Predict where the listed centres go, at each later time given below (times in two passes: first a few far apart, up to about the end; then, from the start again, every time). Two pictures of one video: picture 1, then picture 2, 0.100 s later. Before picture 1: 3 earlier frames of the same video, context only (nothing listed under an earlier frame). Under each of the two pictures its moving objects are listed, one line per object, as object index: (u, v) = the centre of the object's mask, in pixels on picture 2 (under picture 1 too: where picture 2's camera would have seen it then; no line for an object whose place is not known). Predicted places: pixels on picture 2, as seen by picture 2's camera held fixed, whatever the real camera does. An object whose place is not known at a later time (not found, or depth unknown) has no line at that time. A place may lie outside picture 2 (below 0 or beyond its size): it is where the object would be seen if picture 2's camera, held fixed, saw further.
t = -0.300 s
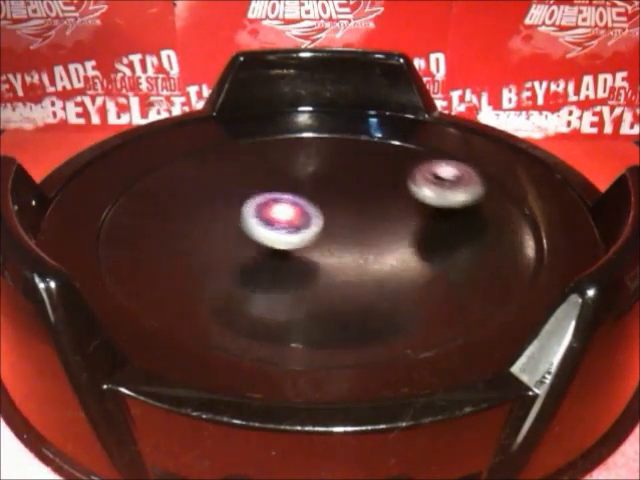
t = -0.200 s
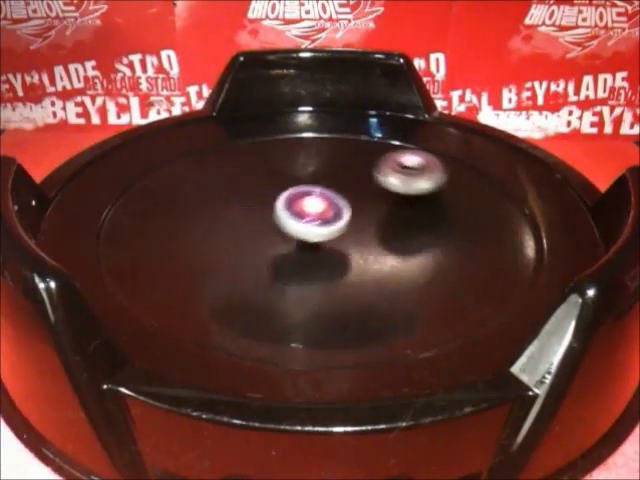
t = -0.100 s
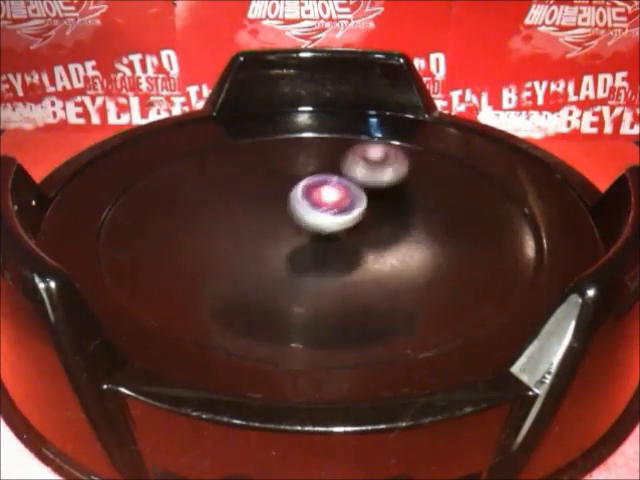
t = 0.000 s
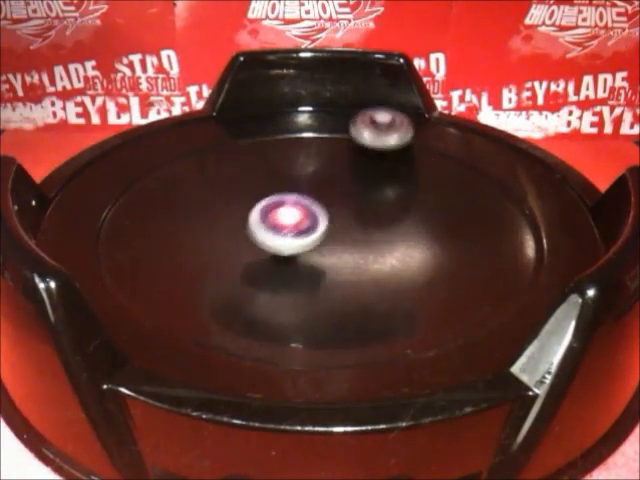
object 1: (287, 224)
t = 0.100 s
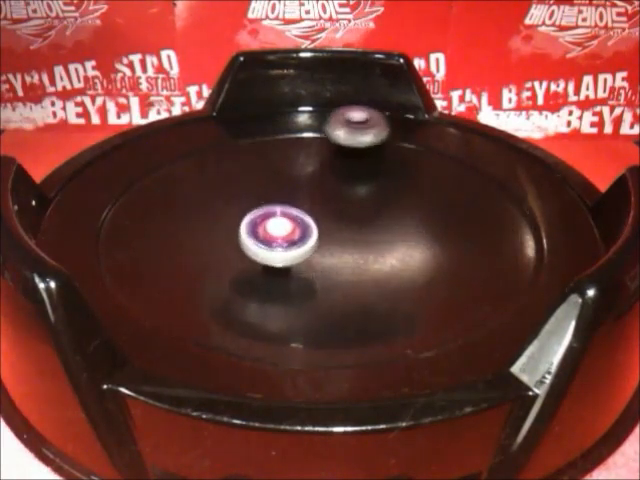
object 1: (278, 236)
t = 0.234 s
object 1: (320, 238)
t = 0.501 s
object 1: (392, 217)
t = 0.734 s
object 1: (388, 193)
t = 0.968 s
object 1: (363, 185)
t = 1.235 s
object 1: (349, 201)
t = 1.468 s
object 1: (343, 208)
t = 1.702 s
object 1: (307, 212)
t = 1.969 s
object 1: (297, 240)
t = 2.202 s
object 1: (294, 259)
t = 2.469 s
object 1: (324, 273)
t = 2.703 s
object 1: (334, 253)
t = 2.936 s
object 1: (349, 257)
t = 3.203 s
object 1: (330, 234)
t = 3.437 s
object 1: (323, 214)
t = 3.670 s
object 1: (318, 203)
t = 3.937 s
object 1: (309, 173)
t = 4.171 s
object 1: (286, 157)
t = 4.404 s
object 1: (269, 174)
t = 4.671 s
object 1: (290, 199)
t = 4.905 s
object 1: (251, 214)
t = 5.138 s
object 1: (298, 240)
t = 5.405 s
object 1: (357, 250)
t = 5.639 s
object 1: (380, 243)
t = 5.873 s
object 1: (418, 240)
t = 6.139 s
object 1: (403, 230)
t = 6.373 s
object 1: (367, 222)
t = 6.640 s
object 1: (341, 213)
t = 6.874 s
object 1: (319, 194)
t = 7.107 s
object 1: (277, 200)
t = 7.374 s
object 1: (257, 214)
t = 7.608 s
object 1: (266, 225)
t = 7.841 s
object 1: (295, 230)
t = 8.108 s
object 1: (322, 221)
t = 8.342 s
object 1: (353, 241)
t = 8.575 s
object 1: (369, 229)
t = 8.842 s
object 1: (398, 227)
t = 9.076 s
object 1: (394, 220)
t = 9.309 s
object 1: (389, 213)
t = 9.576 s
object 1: (359, 206)
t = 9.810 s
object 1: (326, 214)
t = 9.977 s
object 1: (305, 221)
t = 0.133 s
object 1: (284, 238)
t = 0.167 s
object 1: (295, 239)
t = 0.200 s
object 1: (308, 239)
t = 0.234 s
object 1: (320, 238)
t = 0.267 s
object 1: (333, 235)
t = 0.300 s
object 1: (345, 238)
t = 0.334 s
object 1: (356, 235)
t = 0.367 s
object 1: (366, 231)
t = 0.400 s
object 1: (374, 228)
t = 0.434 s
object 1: (382, 224)
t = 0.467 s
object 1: (387, 221)
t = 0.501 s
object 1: (392, 217)
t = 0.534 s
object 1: (395, 213)
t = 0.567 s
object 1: (397, 208)
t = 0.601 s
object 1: (397, 202)
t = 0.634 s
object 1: (396, 200)
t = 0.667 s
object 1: (394, 197)
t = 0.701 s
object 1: (391, 188)
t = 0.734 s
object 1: (388, 193)
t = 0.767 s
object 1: (384, 186)
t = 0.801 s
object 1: (381, 184)
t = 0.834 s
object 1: (377, 183)
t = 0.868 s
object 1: (373, 183)
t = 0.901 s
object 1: (370, 183)
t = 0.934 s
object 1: (366, 184)
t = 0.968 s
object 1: (363, 185)
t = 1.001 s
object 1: (360, 186)
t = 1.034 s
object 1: (357, 188)
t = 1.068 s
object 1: (355, 190)
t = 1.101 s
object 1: (354, 192)
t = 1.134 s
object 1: (352, 195)
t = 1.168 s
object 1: (351, 198)
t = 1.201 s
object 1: (350, 200)
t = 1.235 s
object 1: (349, 201)
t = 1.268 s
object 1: (349, 200)
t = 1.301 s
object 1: (349, 198)
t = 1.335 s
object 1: (348, 199)
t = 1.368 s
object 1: (347, 201)
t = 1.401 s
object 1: (345, 203)
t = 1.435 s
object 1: (344, 206)
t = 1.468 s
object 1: (343, 208)
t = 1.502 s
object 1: (343, 218)
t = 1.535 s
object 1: (342, 214)
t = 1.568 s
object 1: (342, 222)
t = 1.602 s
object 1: (339, 218)
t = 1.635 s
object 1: (327, 215)
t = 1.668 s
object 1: (316, 213)
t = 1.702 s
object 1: (307, 212)
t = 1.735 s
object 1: (301, 213)
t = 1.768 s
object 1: (296, 217)
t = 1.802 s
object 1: (293, 221)
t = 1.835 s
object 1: (292, 225)
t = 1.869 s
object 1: (292, 229)
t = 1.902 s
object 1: (293, 233)
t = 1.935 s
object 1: (294, 236)
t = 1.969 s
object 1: (297, 240)
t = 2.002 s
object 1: (300, 243)
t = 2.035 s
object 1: (304, 246)
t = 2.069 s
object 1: (308, 248)
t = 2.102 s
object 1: (313, 249)
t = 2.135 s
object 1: (312, 251)
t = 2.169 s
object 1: (300, 256)
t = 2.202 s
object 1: (294, 259)
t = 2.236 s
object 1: (293, 261)
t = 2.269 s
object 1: (295, 263)
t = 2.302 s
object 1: (300, 265)
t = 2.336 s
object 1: (305, 266)
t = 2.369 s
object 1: (310, 268)
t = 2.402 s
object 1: (315, 268)
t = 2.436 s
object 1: (320, 268)
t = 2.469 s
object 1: (324, 273)
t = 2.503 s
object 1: (327, 272)
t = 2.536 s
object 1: (329, 264)
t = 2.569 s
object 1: (332, 262)
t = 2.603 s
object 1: (333, 259)
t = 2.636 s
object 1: (334, 257)
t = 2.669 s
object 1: (334, 255)
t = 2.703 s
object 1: (334, 253)
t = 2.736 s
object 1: (333, 250)
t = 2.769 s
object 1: (336, 252)
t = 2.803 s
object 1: (344, 255)
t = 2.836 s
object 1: (349, 261)
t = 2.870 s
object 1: (350, 260)
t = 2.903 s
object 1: (350, 254)
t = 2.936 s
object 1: (349, 257)
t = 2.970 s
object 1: (348, 254)
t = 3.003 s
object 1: (346, 252)
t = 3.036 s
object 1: (344, 249)
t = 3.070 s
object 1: (342, 247)
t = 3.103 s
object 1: (339, 237)
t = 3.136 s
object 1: (336, 240)
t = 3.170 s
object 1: (334, 232)
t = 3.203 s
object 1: (330, 234)
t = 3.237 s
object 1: (326, 227)
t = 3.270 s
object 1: (322, 229)
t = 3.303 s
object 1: (317, 228)
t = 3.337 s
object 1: (314, 221)
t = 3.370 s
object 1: (310, 223)
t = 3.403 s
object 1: (313, 217)
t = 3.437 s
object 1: (323, 214)
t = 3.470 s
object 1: (329, 211)
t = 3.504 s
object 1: (331, 208)
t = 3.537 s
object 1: (330, 206)
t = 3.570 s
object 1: (328, 204)
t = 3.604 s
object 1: (325, 207)
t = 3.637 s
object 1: (321, 201)
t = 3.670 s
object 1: (318, 203)
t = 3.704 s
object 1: (315, 198)
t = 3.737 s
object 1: (312, 197)
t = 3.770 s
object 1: (310, 196)
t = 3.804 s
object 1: (307, 195)
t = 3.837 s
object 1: (305, 194)
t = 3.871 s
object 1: (303, 193)
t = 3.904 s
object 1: (306, 184)
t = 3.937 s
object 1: (309, 173)
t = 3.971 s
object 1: (311, 165)
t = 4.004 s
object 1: (310, 159)
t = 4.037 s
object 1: (307, 157)
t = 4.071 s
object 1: (303, 156)
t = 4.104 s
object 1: (297, 156)
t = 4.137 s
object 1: (292, 156)
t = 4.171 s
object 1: (286, 157)
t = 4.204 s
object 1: (281, 158)
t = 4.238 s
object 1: (277, 161)
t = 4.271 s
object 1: (275, 163)
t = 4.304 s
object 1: (272, 166)
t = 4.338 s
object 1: (271, 168)
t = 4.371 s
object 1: (270, 171)
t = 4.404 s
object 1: (269, 174)
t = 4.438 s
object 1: (269, 177)
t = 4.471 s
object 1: (269, 181)
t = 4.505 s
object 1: (271, 184)
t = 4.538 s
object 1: (273, 187)
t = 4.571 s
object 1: (276, 191)
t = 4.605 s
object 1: (280, 194)
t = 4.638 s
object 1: (285, 197)
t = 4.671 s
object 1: (290, 199)
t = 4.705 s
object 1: (296, 202)
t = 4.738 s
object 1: (300, 204)
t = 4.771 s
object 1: (285, 205)
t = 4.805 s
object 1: (268, 206)
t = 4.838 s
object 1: (256, 208)
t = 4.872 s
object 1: (251, 210)
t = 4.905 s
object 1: (251, 214)
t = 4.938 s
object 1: (254, 219)
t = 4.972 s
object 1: (260, 223)
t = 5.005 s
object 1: (266, 227)
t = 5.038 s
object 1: (273, 231)
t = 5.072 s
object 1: (281, 234)
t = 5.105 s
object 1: (290, 238)
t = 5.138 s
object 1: (298, 240)
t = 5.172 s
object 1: (307, 242)
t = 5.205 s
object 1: (315, 243)
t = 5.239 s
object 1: (323, 244)
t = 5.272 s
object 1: (331, 245)
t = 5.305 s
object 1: (338, 245)
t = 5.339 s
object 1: (345, 250)
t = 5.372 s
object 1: (351, 250)
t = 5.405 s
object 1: (357, 250)
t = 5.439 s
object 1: (361, 248)
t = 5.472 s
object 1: (366, 247)
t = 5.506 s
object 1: (370, 246)
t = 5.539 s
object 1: (373, 245)
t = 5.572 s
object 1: (377, 244)
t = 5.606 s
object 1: (379, 243)
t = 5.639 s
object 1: (380, 243)
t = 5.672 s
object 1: (382, 240)
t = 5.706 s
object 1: (386, 233)
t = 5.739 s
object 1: (400, 242)
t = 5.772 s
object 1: (408, 244)
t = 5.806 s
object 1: (413, 243)
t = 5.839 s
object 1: (416, 242)
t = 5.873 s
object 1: (418, 240)
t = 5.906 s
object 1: (418, 239)
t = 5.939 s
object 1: (418, 237)
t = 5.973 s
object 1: (417, 236)
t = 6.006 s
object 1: (416, 235)
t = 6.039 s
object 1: (414, 234)
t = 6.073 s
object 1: (411, 233)
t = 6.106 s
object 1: (407, 232)
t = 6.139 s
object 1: (403, 230)
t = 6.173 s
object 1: (399, 230)
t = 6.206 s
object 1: (394, 229)
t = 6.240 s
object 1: (389, 222)
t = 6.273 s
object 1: (384, 221)
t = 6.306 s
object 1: (379, 221)
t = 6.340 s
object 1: (373, 222)
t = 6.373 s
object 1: (367, 222)
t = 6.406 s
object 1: (361, 222)
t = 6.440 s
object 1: (356, 225)
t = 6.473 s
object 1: (350, 223)
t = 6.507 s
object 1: (344, 224)
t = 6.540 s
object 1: (339, 224)
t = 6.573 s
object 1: (334, 225)
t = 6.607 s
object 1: (334, 221)
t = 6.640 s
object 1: (341, 213)
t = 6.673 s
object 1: (346, 206)
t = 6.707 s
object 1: (347, 200)
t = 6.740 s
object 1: (345, 196)
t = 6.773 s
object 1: (340, 195)
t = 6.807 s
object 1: (334, 194)
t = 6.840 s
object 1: (327, 194)
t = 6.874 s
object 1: (319, 194)
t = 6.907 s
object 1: (312, 194)
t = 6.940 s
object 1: (305, 195)
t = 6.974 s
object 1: (299, 195)
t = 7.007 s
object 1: (293, 196)
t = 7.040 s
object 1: (287, 197)
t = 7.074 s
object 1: (282, 199)
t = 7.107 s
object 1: (277, 200)
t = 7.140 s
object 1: (273, 202)
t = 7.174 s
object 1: (269, 203)
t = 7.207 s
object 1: (266, 205)
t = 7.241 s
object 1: (263, 207)
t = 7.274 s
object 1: (260, 208)
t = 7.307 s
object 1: (259, 210)
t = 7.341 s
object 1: (257, 212)
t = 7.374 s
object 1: (257, 214)
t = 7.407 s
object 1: (257, 216)
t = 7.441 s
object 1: (257, 218)
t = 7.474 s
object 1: (258, 220)
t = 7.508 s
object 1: (260, 222)
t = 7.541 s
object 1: (261, 222)
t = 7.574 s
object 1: (264, 224)
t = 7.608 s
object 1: (266, 225)
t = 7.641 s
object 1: (270, 227)
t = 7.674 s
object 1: (273, 228)
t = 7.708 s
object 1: (277, 228)
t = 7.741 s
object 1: (282, 229)
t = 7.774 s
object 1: (286, 229)
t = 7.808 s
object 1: (290, 229)
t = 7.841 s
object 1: (295, 230)
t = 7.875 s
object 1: (299, 229)
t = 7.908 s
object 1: (304, 229)
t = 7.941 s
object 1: (308, 228)
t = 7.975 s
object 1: (311, 227)
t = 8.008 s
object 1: (314, 226)
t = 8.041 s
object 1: (317, 224)
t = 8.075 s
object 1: (320, 223)
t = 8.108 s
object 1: (322, 221)
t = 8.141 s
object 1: (326, 226)
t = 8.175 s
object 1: (330, 239)
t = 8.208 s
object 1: (335, 242)
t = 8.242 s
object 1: (339, 244)
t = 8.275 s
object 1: (344, 244)
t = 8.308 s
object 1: (349, 242)
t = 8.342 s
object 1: (353, 241)
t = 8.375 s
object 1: (357, 240)
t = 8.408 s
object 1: (360, 238)
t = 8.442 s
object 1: (363, 235)
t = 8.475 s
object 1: (365, 235)
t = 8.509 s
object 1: (367, 233)
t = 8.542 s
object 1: (368, 231)
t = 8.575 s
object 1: (369, 229)
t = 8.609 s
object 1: (369, 228)
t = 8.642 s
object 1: (369, 227)
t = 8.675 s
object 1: (369, 225)
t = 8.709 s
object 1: (368, 224)
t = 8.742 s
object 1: (372, 223)
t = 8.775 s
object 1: (384, 225)
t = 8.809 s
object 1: (392, 232)
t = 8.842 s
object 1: (398, 227)
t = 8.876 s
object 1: (400, 227)
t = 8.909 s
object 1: (400, 226)
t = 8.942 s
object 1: (399, 227)
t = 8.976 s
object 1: (398, 228)
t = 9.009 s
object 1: (398, 223)
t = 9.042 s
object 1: (396, 222)
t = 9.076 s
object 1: (394, 220)
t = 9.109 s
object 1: (391, 219)
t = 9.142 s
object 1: (388, 219)
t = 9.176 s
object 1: (384, 219)
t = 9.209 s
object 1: (381, 219)
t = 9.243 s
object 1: (385, 217)
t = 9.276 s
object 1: (389, 214)
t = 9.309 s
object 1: (389, 213)
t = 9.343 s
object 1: (387, 212)
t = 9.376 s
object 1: (383, 212)
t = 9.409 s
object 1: (380, 211)
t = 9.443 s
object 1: (376, 211)
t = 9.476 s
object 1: (372, 211)
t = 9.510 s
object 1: (368, 208)
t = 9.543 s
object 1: (364, 207)
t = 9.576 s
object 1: (359, 206)
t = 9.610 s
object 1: (354, 206)
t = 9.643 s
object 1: (349, 205)
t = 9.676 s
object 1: (344, 206)
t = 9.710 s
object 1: (339, 208)
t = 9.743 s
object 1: (335, 210)
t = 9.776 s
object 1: (330, 212)
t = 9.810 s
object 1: (326, 214)
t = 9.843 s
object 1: (321, 215)
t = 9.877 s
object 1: (317, 217)
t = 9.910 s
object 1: (313, 219)
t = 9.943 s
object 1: (309, 221)
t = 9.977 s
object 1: (305, 221)
